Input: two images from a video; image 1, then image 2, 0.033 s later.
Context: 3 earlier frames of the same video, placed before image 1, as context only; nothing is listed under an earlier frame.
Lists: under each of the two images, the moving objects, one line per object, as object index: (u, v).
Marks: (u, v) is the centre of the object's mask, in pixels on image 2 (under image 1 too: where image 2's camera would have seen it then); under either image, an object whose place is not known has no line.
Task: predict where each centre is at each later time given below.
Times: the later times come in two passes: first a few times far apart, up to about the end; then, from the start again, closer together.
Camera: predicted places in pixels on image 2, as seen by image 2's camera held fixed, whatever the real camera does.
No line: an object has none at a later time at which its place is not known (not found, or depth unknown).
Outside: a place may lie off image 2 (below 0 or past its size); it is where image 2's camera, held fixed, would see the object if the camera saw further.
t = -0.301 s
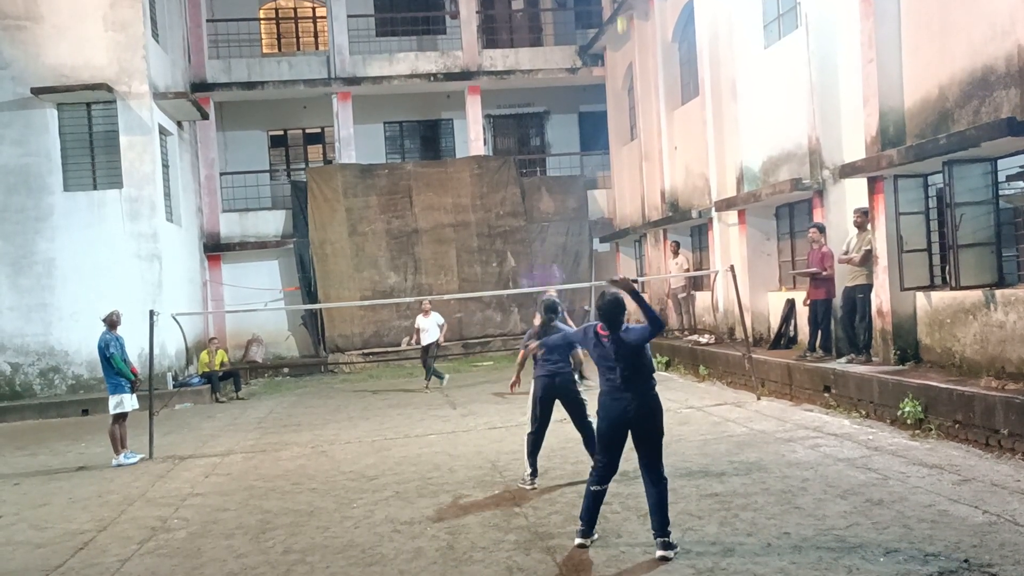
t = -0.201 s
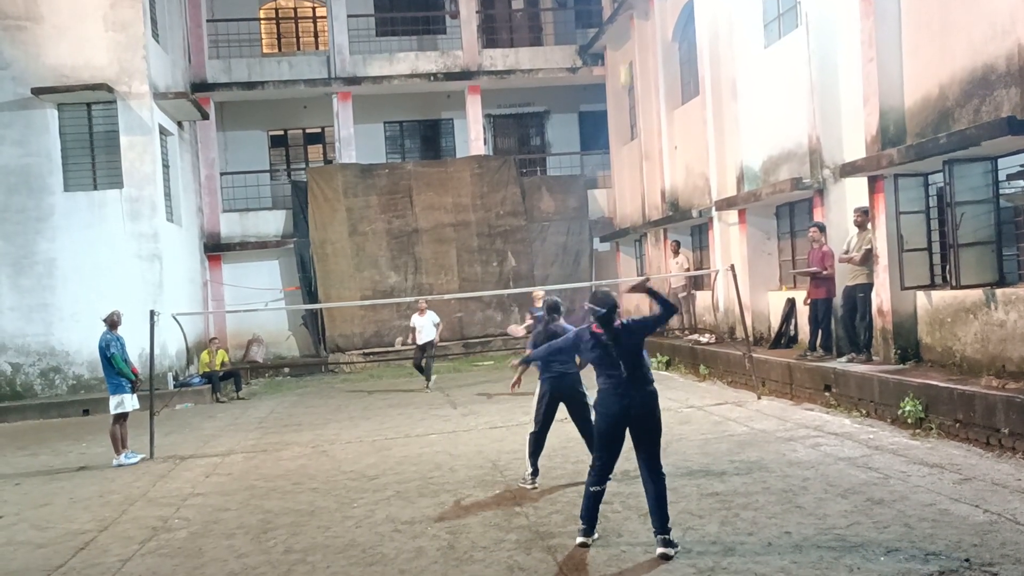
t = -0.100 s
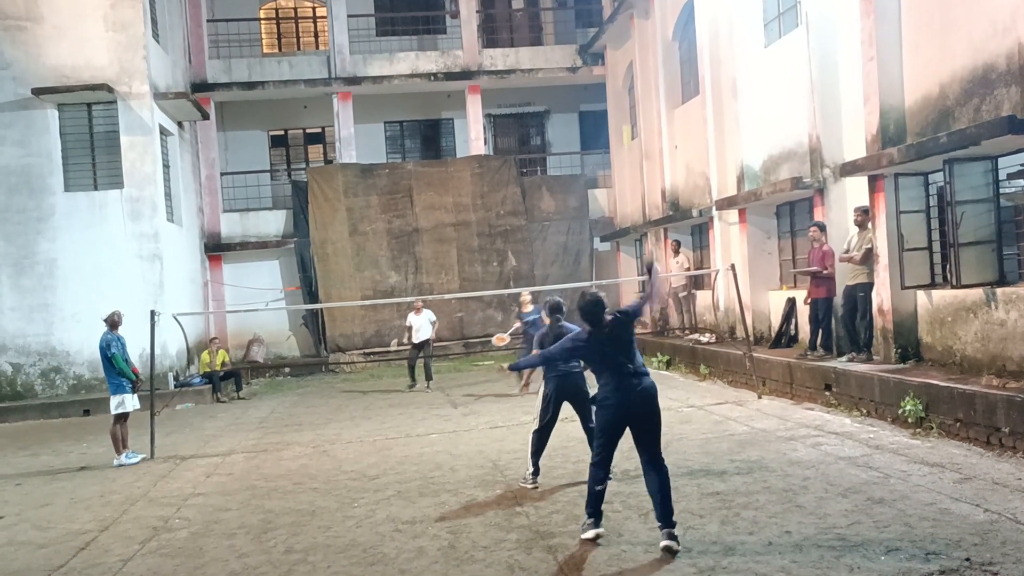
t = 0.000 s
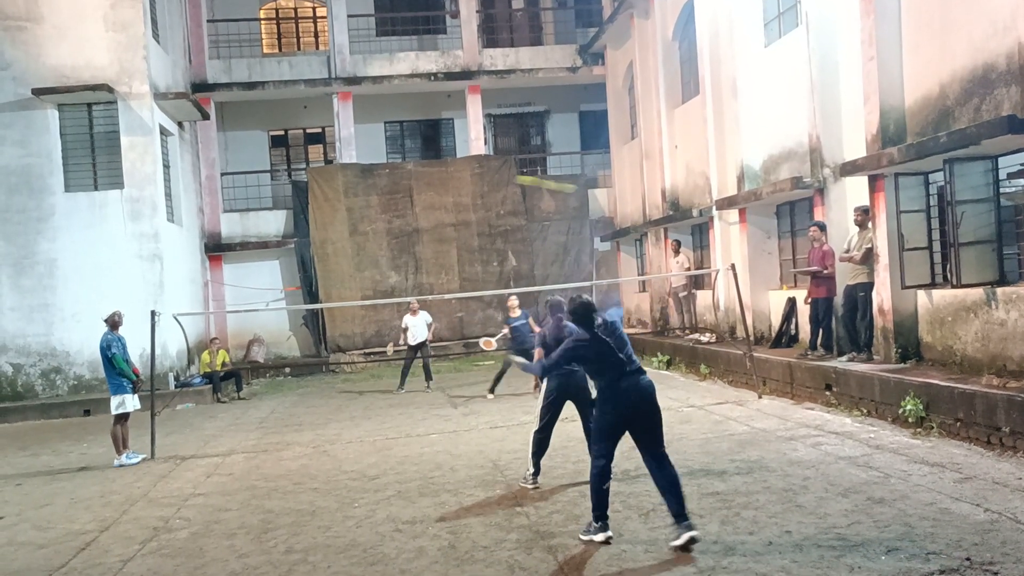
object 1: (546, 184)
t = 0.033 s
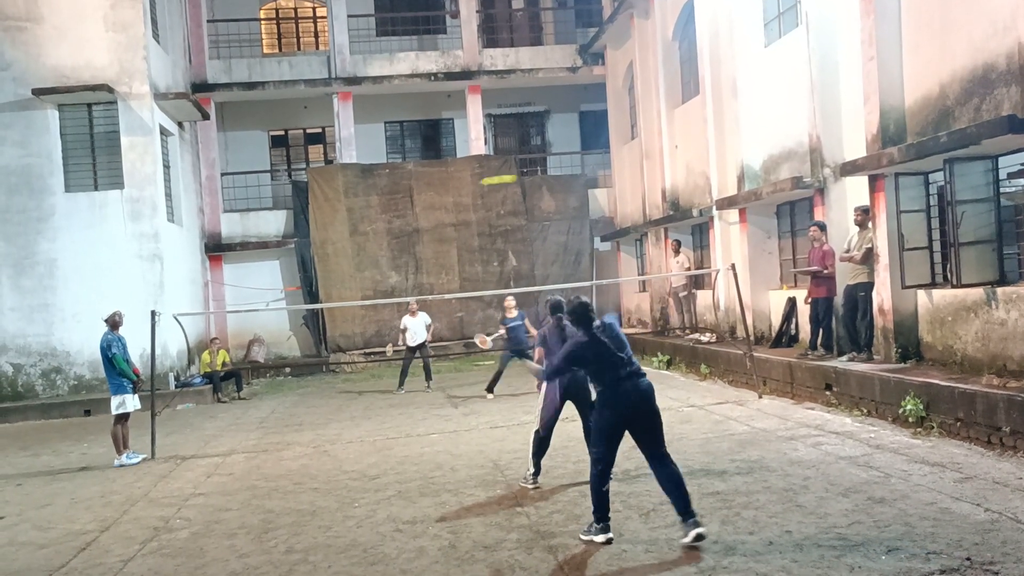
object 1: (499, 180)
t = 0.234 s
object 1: (381, 198)
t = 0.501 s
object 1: (331, 241)
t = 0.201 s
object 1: (392, 194)
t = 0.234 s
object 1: (381, 198)
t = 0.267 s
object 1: (371, 202)
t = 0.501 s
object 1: (331, 241)
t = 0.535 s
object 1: (328, 247)
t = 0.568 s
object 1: (324, 254)
